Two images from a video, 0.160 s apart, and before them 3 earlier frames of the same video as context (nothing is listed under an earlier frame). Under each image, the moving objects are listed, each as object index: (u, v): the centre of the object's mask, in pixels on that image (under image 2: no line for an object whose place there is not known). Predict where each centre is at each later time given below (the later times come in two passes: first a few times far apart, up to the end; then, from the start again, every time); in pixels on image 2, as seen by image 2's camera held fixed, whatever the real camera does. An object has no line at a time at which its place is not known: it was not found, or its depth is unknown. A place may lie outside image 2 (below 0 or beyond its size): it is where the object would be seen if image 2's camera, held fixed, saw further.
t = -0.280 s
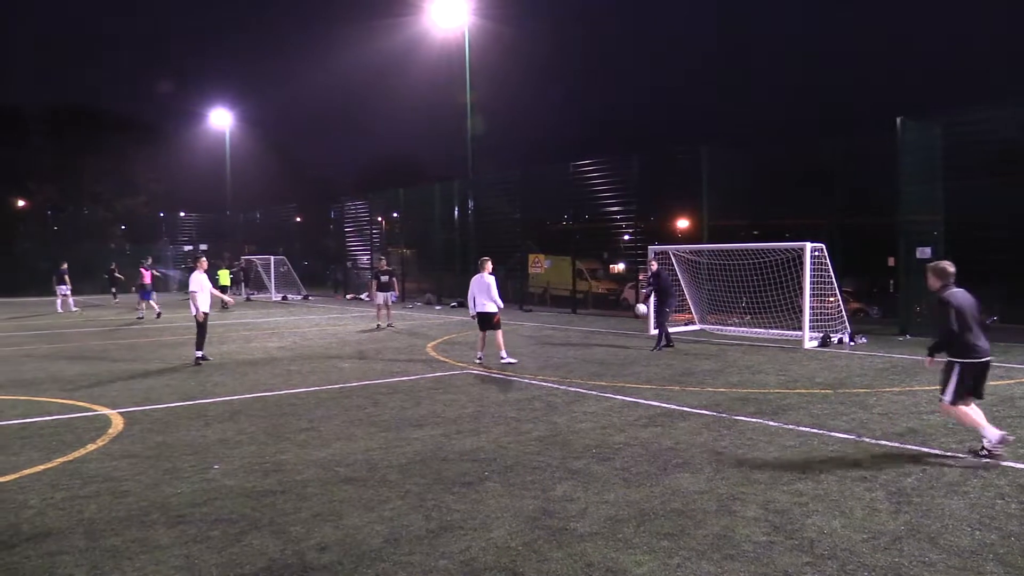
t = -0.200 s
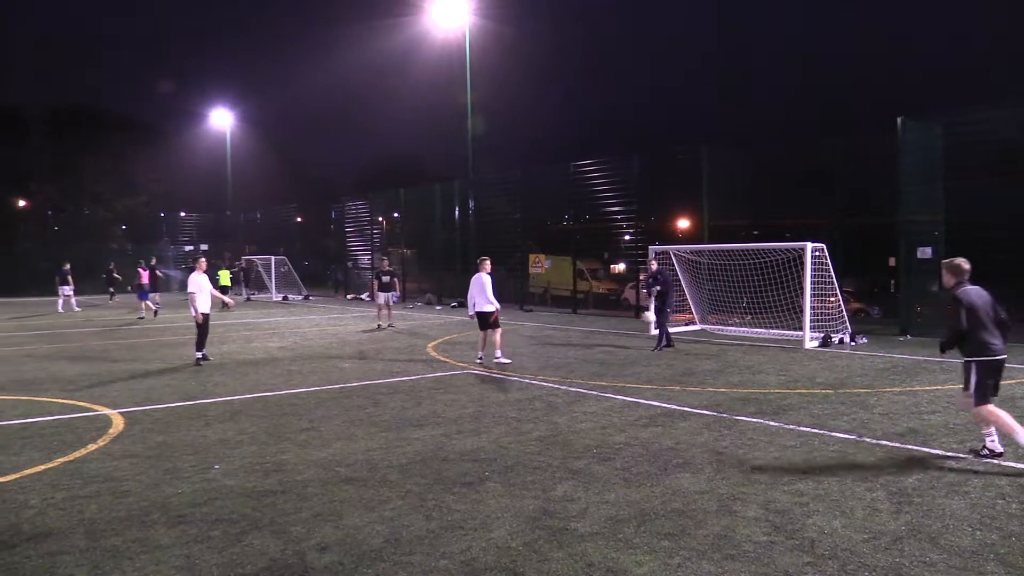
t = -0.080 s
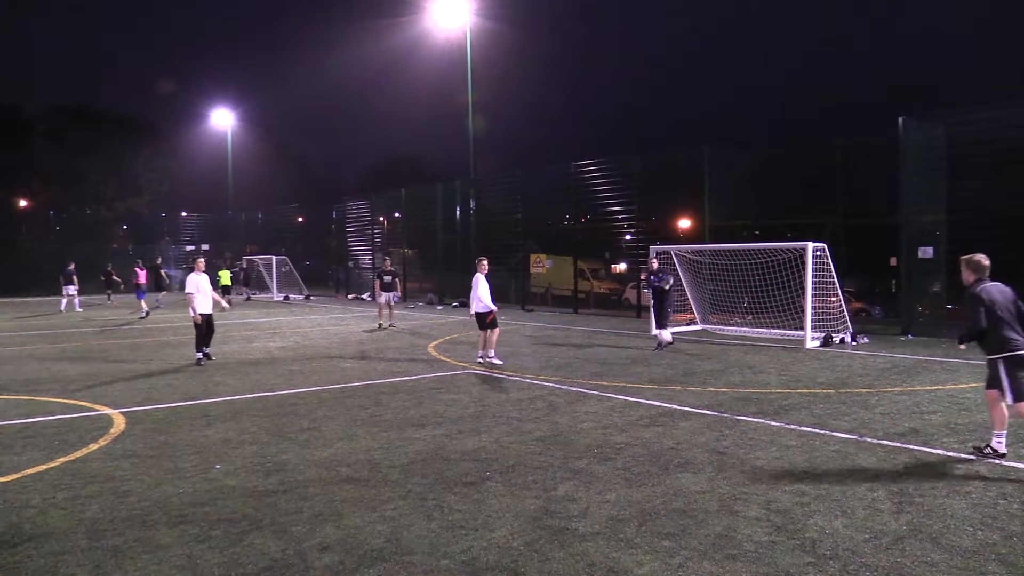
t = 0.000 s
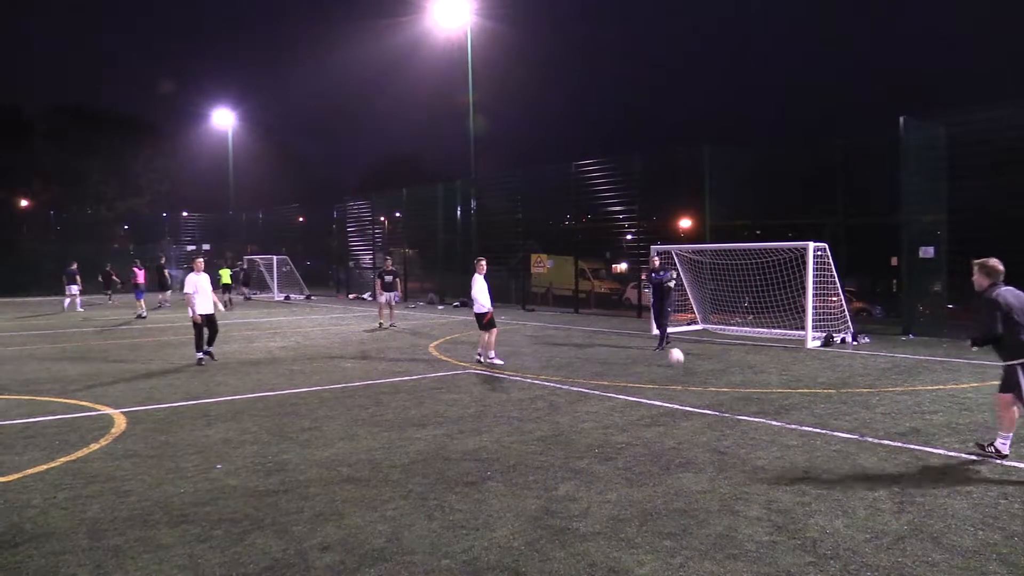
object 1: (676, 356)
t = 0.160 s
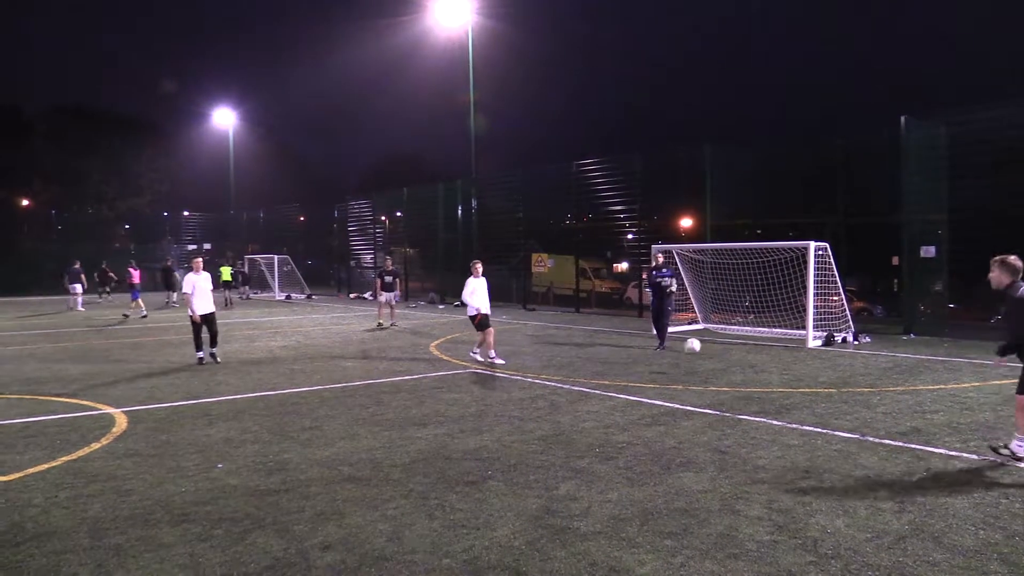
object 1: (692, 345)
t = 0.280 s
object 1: (704, 342)
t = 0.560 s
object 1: (736, 378)
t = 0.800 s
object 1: (773, 389)
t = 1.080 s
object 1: (833, 425)
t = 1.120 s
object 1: (843, 430)
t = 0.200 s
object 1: (697, 343)
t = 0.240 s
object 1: (700, 342)
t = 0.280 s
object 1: (704, 342)
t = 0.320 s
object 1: (708, 343)
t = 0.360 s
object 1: (713, 345)
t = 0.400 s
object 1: (717, 349)
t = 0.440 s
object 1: (721, 354)
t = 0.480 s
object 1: (726, 360)
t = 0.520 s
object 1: (731, 368)
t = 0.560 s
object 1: (736, 378)
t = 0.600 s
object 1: (741, 389)
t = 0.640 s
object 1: (748, 388)
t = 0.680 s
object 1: (754, 386)
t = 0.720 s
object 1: (760, 386)
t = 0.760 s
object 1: (767, 387)
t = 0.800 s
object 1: (773, 389)
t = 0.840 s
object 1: (781, 394)
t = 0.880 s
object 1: (789, 400)
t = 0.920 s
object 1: (797, 407)
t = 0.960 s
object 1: (806, 417)
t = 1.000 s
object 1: (815, 424)
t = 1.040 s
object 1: (824, 423)
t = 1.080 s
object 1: (833, 425)
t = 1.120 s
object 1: (843, 430)
